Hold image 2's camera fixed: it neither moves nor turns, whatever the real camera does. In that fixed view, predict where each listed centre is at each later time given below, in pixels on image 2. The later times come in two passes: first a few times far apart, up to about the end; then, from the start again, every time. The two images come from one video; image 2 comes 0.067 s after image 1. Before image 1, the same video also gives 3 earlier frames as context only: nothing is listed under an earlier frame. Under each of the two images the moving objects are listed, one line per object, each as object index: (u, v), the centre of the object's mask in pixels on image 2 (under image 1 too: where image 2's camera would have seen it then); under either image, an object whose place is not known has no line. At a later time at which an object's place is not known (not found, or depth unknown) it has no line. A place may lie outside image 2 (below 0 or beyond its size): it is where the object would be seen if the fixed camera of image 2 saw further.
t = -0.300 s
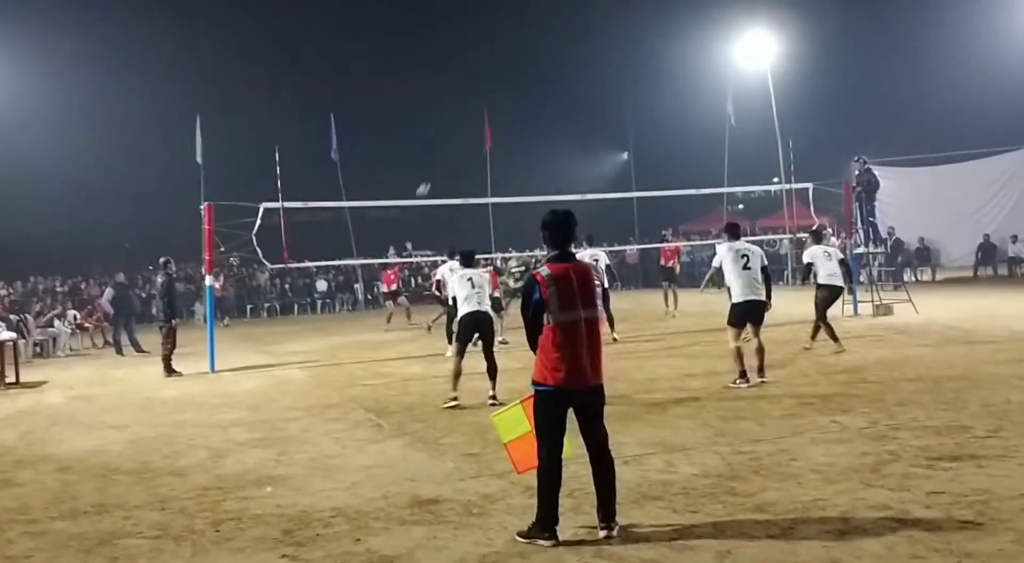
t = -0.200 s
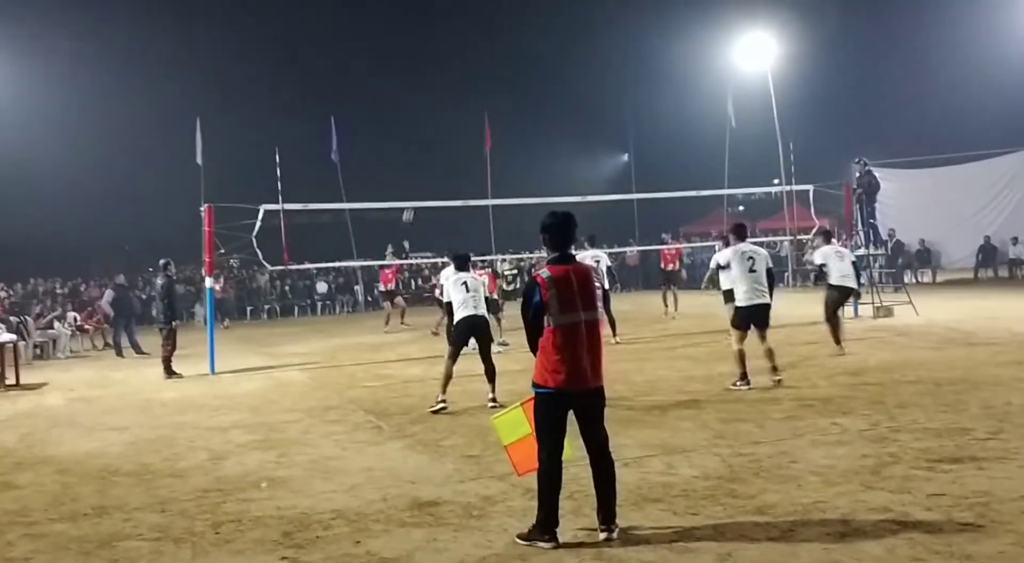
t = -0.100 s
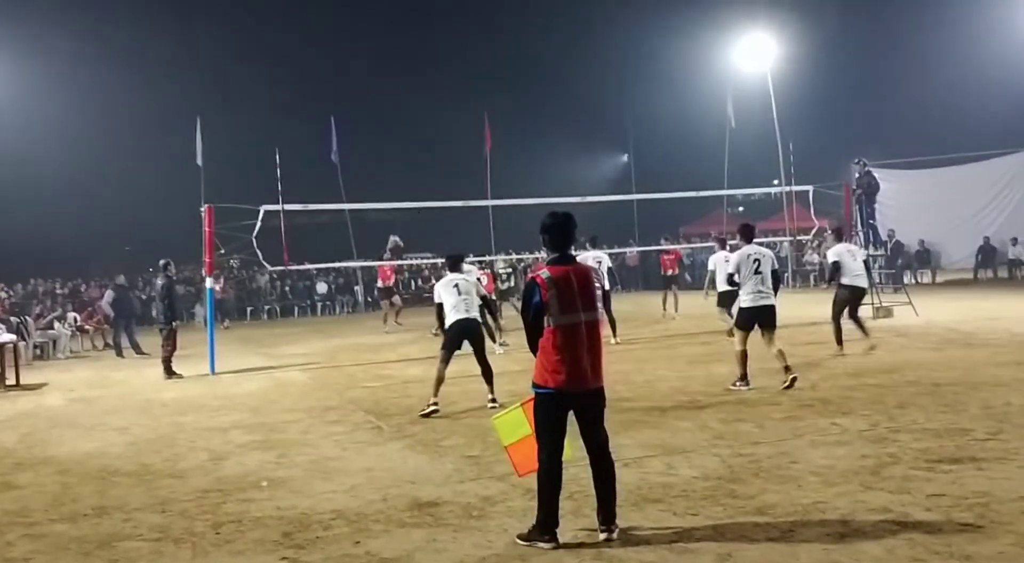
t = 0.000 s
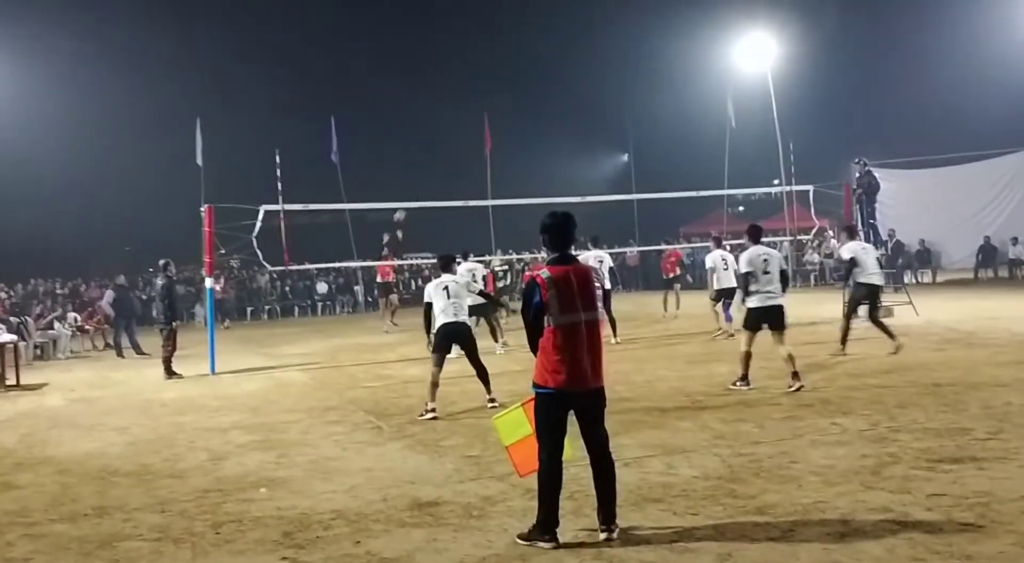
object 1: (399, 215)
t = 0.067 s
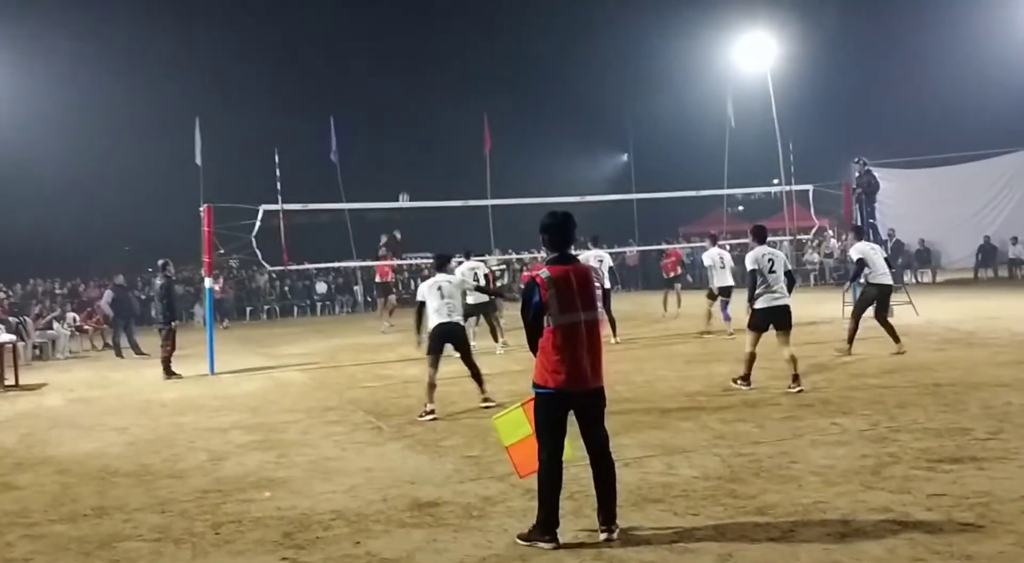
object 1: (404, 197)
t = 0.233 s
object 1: (417, 166)
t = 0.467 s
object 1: (438, 142)
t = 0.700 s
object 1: (462, 144)
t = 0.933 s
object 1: (488, 176)
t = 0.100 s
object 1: (406, 192)
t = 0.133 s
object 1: (409, 184)
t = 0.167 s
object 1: (412, 178)
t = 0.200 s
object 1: (414, 172)
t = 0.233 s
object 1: (417, 166)
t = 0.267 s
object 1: (420, 161)
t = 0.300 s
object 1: (423, 157)
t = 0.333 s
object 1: (426, 153)
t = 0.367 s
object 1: (429, 149)
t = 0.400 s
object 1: (432, 146)
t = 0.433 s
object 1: (435, 144)
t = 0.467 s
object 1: (438, 142)
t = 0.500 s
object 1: (442, 141)
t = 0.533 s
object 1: (445, 140)
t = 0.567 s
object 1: (448, 140)
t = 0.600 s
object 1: (452, 140)
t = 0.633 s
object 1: (455, 141)
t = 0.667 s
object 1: (459, 143)
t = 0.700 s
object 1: (462, 144)
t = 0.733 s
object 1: (466, 147)
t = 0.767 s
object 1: (470, 150)
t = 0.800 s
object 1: (473, 154)
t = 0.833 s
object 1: (477, 159)
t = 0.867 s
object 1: (481, 164)
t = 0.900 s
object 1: (485, 170)
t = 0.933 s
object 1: (488, 176)
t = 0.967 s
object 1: (492, 183)
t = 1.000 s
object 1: (496, 191)
